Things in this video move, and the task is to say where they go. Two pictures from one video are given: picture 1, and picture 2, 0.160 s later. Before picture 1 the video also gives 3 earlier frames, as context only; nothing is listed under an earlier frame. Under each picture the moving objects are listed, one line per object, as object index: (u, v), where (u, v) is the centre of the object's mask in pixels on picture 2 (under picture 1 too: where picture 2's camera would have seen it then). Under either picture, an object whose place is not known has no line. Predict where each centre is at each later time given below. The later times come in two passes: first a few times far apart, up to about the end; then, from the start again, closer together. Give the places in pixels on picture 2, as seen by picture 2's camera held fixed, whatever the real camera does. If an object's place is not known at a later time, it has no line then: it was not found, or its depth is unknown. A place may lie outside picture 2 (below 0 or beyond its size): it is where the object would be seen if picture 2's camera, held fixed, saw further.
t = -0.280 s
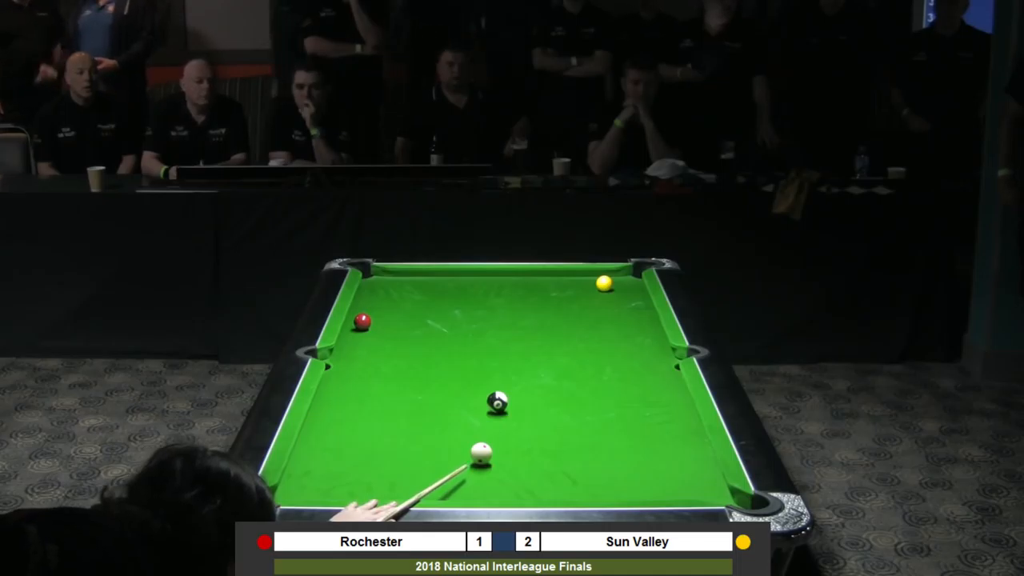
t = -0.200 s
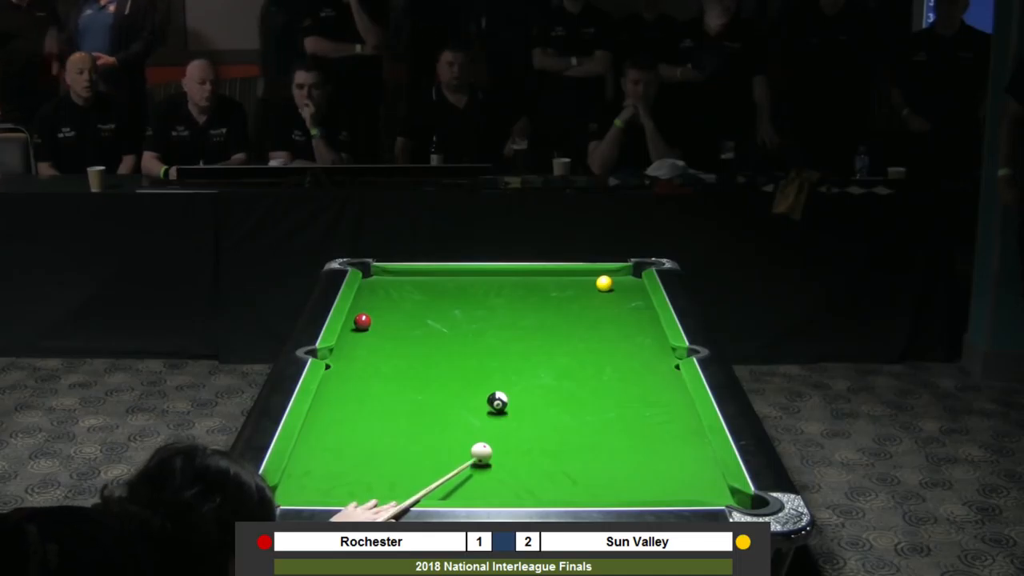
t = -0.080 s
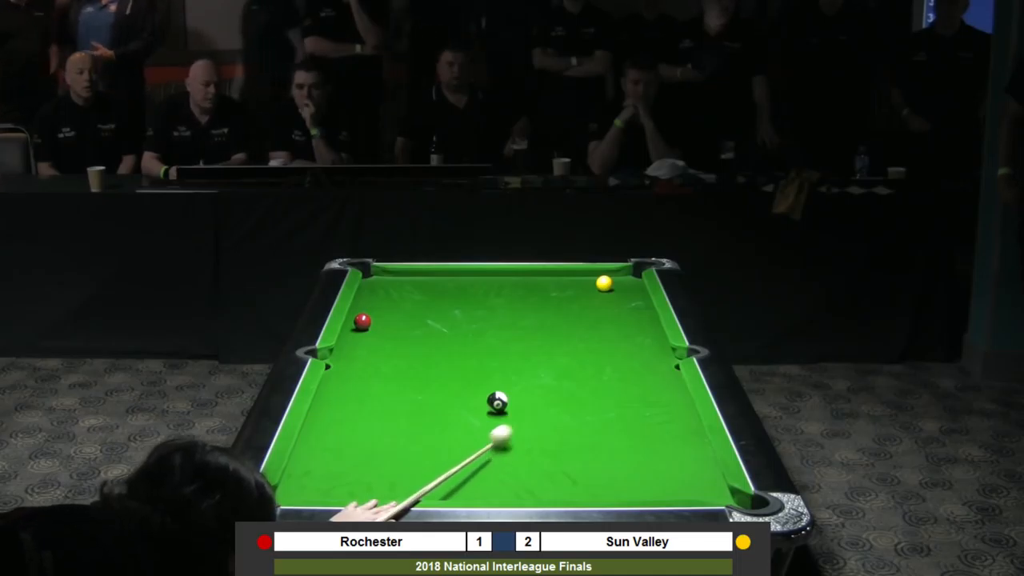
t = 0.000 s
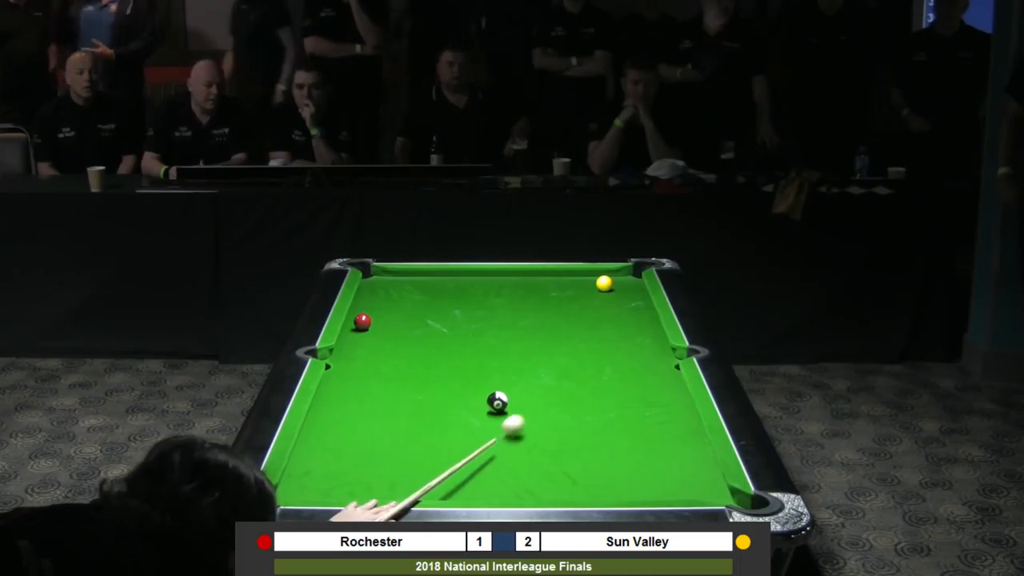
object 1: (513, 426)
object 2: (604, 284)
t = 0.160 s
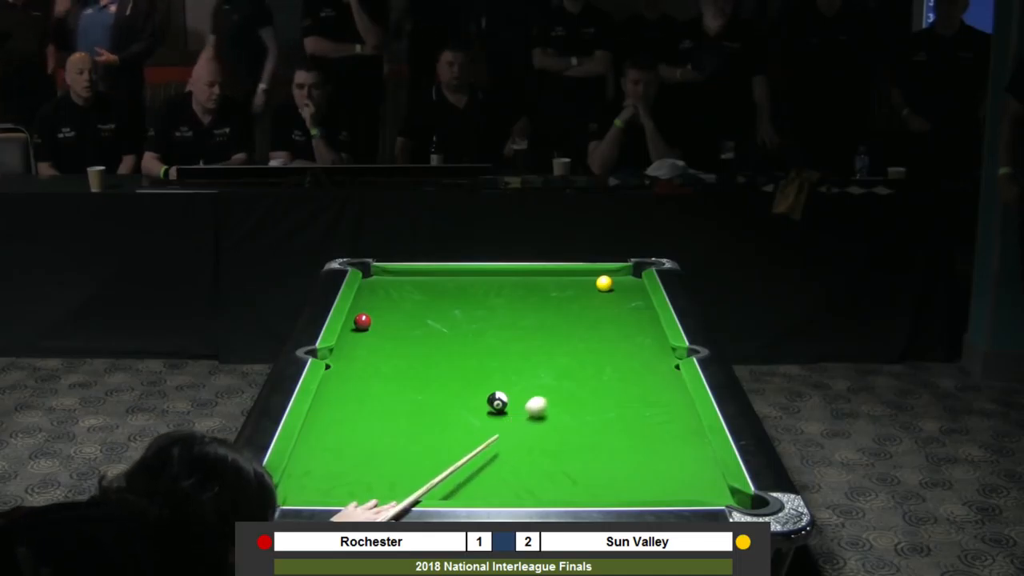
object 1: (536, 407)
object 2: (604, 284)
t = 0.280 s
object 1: (552, 394)
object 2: (604, 284)
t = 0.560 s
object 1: (584, 367)
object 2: (604, 284)
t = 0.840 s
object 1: (612, 344)
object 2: (604, 284)
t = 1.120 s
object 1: (635, 324)
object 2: (604, 284)
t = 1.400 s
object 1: (642, 308)
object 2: (604, 284)
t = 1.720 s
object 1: (623, 295)
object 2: (604, 284)
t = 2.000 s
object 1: (612, 287)
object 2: (600, 281)
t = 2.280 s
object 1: (612, 286)
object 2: (593, 278)
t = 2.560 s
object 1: (613, 285)
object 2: (585, 273)
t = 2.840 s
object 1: (612, 285)
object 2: (580, 273)
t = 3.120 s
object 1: (612, 285)
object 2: (577, 275)
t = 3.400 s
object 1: (612, 285)
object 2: (575, 276)
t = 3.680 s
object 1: (612, 285)
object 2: (574, 277)
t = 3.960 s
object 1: (612, 285)
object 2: (574, 277)
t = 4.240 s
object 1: (612, 285)
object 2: (574, 277)
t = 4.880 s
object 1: (612, 284)
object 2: (574, 277)
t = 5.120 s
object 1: (612, 284)
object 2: (574, 277)
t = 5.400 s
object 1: (612, 285)
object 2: (574, 277)
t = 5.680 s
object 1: (612, 285)
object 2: (574, 277)
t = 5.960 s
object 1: (612, 285)
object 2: (574, 277)
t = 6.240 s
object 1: (612, 285)
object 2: (574, 277)
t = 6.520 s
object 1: (612, 285)
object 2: (574, 277)
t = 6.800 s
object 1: (612, 285)
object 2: (574, 277)
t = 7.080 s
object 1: (612, 285)
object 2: (574, 277)
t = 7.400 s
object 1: (612, 285)
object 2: (574, 277)
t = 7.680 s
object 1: (612, 285)
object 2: (575, 277)
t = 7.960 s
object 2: (573, 275)
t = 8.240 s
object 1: (612, 284)
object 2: (574, 277)
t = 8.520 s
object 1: (612, 284)
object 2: (574, 277)
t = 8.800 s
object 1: (612, 284)
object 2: (574, 277)
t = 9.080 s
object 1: (612, 285)
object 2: (574, 277)
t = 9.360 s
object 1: (612, 285)
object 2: (574, 277)
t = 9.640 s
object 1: (612, 285)
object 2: (574, 277)
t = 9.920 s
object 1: (612, 285)
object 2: (574, 277)
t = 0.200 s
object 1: (541, 402)
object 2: (604, 284)
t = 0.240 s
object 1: (547, 398)
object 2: (604, 284)
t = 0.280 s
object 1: (552, 394)
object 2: (604, 284)
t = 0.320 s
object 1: (557, 390)
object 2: (604, 284)
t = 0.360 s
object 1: (561, 386)
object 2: (604, 284)
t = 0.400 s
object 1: (566, 382)
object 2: (604, 284)
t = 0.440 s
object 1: (571, 378)
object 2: (604, 284)
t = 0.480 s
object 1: (575, 374)
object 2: (604, 284)
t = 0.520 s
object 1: (580, 371)
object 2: (604, 284)
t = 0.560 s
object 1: (584, 367)
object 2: (604, 284)
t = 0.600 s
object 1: (588, 364)
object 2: (604, 284)
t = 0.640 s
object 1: (592, 360)
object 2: (604, 284)
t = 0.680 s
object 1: (596, 357)
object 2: (604, 284)
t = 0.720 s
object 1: (600, 353)
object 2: (604, 284)
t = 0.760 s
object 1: (604, 350)
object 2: (604, 284)
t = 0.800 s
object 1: (608, 347)
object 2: (604, 284)
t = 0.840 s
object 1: (612, 344)
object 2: (604, 284)
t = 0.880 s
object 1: (615, 341)
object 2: (604, 284)
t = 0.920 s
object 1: (619, 338)
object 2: (604, 284)
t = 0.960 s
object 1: (622, 335)
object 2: (604, 284)
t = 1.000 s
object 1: (625, 332)
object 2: (604, 284)
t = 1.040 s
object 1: (629, 330)
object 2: (604, 284)
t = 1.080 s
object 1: (632, 327)
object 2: (604, 284)
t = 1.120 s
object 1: (635, 324)
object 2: (604, 284)
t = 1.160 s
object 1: (638, 321)
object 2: (604, 284)
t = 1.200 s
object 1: (641, 319)
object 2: (604, 284)
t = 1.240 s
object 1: (644, 317)
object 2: (604, 284)
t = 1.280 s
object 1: (647, 314)
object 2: (604, 284)
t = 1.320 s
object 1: (647, 312)
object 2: (604, 284)
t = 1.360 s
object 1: (645, 310)
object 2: (604, 284)
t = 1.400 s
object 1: (642, 308)
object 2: (604, 284)
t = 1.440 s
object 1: (640, 307)
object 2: (604, 284)
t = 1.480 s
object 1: (637, 305)
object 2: (604, 284)
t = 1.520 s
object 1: (635, 303)
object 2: (604, 284)
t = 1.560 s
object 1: (632, 302)
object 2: (604, 284)
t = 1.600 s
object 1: (630, 300)
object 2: (604, 284)
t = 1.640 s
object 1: (627, 298)
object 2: (604, 284)
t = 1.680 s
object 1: (625, 297)
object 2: (604, 284)
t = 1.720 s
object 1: (623, 295)
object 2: (604, 284)
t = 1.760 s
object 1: (621, 294)
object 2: (604, 283)
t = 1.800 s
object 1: (619, 292)
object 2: (604, 283)
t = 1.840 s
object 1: (617, 291)
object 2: (603, 283)
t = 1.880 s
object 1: (615, 290)
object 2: (603, 283)
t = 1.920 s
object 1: (613, 288)
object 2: (603, 282)
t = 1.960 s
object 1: (612, 288)
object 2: (601, 282)
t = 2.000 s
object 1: (612, 287)
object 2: (600, 281)
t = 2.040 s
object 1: (612, 287)
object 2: (599, 281)
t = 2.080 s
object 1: (612, 287)
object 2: (598, 280)
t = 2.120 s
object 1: (612, 287)
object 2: (597, 280)
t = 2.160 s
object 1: (612, 286)
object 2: (596, 279)
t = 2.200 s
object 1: (612, 286)
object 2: (595, 279)
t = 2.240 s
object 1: (612, 286)
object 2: (594, 278)
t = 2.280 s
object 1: (612, 286)
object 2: (593, 278)
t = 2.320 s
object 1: (612, 286)
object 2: (591, 277)
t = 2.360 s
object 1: (612, 285)
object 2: (590, 276)
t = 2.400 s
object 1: (612, 285)
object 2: (589, 276)
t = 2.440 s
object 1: (612, 285)
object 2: (588, 275)
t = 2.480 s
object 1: (612, 285)
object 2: (587, 275)
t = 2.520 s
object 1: (612, 285)
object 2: (586, 274)
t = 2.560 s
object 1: (613, 285)
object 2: (585, 273)
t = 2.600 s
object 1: (612, 285)
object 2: (584, 273)
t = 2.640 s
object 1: (612, 285)
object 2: (583, 272)
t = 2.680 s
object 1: (612, 285)
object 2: (582, 272)
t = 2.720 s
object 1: (613, 285)
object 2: (581, 272)
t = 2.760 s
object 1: (613, 285)
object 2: (581, 273)
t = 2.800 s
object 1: (612, 285)
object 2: (580, 273)
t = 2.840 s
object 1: (612, 285)
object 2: (580, 273)
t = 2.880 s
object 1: (612, 285)
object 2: (579, 274)
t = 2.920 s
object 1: (612, 285)
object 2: (579, 274)
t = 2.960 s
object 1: (612, 285)
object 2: (578, 274)
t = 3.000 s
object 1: (613, 285)
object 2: (578, 274)
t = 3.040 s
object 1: (612, 285)
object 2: (578, 275)
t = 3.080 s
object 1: (612, 285)
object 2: (577, 275)
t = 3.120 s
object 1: (612, 285)
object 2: (577, 275)
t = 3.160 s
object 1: (612, 285)
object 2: (577, 275)
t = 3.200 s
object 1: (612, 285)
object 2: (577, 276)
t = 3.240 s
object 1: (612, 285)
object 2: (576, 276)
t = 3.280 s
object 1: (612, 285)
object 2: (576, 276)
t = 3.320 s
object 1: (612, 285)
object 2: (576, 276)
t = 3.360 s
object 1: (612, 285)
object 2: (575, 276)
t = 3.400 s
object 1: (612, 285)
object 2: (575, 276)
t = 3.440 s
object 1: (612, 285)
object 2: (575, 277)
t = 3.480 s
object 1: (612, 285)
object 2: (575, 277)
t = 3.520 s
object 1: (612, 285)
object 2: (575, 277)
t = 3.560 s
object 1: (612, 285)
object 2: (574, 277)
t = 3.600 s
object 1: (612, 285)
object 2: (574, 277)
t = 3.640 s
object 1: (612, 285)
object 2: (574, 277)
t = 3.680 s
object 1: (612, 285)
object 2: (574, 277)
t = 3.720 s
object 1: (612, 285)
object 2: (574, 277)
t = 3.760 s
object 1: (612, 285)
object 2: (574, 277)
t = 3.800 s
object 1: (612, 285)
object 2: (574, 277)
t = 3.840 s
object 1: (612, 285)
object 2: (574, 277)
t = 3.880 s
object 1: (612, 285)
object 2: (574, 277)
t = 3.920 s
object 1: (612, 285)
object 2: (574, 277)
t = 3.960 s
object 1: (612, 285)
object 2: (574, 277)
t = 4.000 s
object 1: (612, 285)
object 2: (574, 277)
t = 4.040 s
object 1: (612, 285)
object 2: (574, 277)
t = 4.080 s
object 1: (612, 285)
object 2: (574, 277)
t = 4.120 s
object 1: (612, 284)
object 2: (574, 277)
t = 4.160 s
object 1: (612, 285)
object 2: (574, 277)
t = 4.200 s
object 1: (612, 285)
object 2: (574, 277)
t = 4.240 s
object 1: (612, 285)
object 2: (574, 277)
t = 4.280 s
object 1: (612, 285)
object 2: (574, 277)
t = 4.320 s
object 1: (612, 285)
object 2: (574, 277)
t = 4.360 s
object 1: (612, 285)
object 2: (574, 277)
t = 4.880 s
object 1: (612, 284)
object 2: (574, 277)
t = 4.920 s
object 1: (612, 285)
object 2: (574, 277)
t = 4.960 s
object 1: (612, 285)
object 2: (574, 277)
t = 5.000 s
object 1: (612, 285)
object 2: (574, 277)
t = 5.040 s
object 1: (612, 284)
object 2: (574, 277)
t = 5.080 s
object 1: (612, 284)
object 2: (574, 277)
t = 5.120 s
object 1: (612, 284)
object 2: (574, 277)
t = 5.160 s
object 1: (612, 284)
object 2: (574, 277)
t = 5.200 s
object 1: (612, 284)
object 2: (574, 277)
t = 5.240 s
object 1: (612, 284)
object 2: (574, 277)
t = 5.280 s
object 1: (612, 284)
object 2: (574, 277)
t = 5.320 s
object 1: (612, 285)
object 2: (574, 277)
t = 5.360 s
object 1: (612, 285)
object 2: (574, 277)
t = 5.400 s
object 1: (612, 285)
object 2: (574, 277)
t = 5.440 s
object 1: (612, 284)
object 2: (574, 277)
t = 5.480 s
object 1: (612, 285)
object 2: (574, 277)
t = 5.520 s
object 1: (612, 285)
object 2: (574, 277)
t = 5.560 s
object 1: (612, 285)
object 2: (574, 277)
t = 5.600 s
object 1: (612, 285)
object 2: (574, 277)
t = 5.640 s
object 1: (612, 285)
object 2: (574, 277)
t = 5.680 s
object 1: (612, 285)
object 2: (574, 277)
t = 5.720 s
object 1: (612, 285)
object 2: (574, 277)
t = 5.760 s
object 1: (612, 285)
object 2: (574, 277)
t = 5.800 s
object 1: (612, 285)
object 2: (574, 277)
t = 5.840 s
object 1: (612, 285)
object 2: (574, 277)
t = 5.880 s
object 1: (612, 285)
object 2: (574, 277)
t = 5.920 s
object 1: (612, 285)
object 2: (574, 277)
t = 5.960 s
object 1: (612, 285)
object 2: (574, 277)
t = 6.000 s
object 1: (612, 285)
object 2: (574, 277)
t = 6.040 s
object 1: (612, 285)
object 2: (574, 277)
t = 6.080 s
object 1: (612, 285)
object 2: (574, 277)
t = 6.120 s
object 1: (612, 285)
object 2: (574, 277)
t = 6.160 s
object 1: (612, 285)
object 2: (574, 277)
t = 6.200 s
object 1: (612, 285)
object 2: (574, 277)
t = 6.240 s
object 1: (612, 285)
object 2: (574, 277)
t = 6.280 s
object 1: (612, 285)
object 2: (574, 277)
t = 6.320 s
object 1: (612, 285)
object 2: (574, 277)
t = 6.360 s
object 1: (612, 285)
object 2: (574, 277)
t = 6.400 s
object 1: (612, 285)
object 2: (574, 277)
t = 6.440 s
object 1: (612, 285)
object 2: (574, 277)
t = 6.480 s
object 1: (612, 285)
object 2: (574, 277)
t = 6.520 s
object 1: (612, 285)
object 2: (574, 277)
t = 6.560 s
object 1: (612, 285)
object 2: (574, 277)
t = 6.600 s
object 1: (612, 285)
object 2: (574, 277)
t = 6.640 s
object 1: (612, 285)
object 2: (574, 277)
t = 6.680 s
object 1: (612, 285)
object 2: (574, 277)
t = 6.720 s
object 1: (612, 285)
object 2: (574, 277)
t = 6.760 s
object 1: (612, 285)
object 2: (574, 277)
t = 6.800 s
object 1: (612, 285)
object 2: (574, 277)
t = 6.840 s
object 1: (612, 285)
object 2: (574, 277)
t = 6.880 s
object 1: (612, 285)
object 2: (574, 277)
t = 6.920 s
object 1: (612, 285)
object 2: (574, 277)
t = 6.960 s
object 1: (612, 285)
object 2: (574, 277)
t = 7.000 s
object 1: (612, 285)
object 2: (574, 277)
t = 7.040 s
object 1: (612, 285)
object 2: (574, 277)
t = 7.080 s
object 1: (612, 285)
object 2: (574, 277)
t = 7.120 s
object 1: (612, 285)
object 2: (574, 277)
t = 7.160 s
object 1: (612, 285)
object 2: (574, 277)
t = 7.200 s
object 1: (612, 285)
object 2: (574, 277)
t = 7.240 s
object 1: (612, 285)
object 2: (574, 277)
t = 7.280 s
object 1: (612, 285)
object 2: (574, 277)
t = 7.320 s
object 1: (612, 285)
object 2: (574, 277)
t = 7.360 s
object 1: (612, 285)
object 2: (574, 277)
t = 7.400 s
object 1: (612, 285)
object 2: (574, 277)
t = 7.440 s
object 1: (612, 285)
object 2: (574, 277)
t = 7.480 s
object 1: (612, 285)
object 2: (574, 277)
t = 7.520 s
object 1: (612, 284)
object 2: (574, 277)
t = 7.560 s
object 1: (612, 285)
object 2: (574, 277)
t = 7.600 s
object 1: (612, 285)
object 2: (574, 277)
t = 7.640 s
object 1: (612, 285)
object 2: (574, 277)
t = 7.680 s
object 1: (612, 285)
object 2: (575, 277)
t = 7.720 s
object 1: (613, 284)
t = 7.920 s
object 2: (573, 272)
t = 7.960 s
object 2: (573, 275)
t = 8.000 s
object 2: (574, 277)
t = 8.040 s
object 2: (574, 277)
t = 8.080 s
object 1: (611, 283)
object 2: (574, 277)
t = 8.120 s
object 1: (612, 285)
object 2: (574, 277)
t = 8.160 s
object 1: (612, 285)
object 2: (574, 277)
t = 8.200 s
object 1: (612, 285)
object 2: (574, 277)
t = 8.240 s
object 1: (612, 284)
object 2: (574, 277)
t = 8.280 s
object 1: (612, 284)
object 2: (574, 277)
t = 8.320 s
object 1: (612, 284)
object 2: (574, 277)
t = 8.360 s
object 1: (612, 284)
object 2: (574, 277)
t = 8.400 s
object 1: (612, 284)
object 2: (574, 277)
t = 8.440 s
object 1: (612, 284)
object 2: (574, 277)
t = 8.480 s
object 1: (612, 284)
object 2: (574, 277)
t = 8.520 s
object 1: (612, 284)
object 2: (574, 277)
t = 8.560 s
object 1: (612, 284)
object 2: (574, 277)
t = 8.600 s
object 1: (612, 284)
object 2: (574, 277)
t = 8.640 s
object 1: (612, 284)
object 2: (574, 277)
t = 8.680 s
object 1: (612, 284)
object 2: (574, 277)
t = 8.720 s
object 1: (612, 284)
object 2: (574, 277)
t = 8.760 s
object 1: (612, 284)
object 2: (574, 277)
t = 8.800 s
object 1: (612, 284)
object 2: (574, 277)
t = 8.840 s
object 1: (612, 284)
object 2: (574, 277)
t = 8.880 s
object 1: (612, 284)
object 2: (574, 277)
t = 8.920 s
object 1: (612, 285)
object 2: (574, 277)
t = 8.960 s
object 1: (612, 285)
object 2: (574, 277)
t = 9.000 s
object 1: (612, 285)
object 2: (574, 277)
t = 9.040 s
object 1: (612, 285)
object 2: (574, 277)
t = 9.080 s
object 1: (612, 285)
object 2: (574, 277)
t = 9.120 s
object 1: (612, 285)
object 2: (574, 277)
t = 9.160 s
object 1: (612, 285)
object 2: (574, 277)
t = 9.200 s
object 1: (612, 285)
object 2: (574, 277)
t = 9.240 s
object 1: (612, 285)
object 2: (574, 277)
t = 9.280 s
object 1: (612, 285)
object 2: (574, 277)
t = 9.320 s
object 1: (612, 285)
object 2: (574, 277)
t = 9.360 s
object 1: (612, 285)
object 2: (574, 277)
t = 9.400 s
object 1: (612, 285)
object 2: (574, 277)
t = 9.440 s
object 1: (612, 285)
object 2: (574, 277)
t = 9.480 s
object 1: (612, 285)
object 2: (574, 277)
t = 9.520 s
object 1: (612, 285)
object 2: (574, 277)
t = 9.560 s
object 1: (612, 285)
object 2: (574, 277)
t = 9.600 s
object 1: (612, 285)
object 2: (574, 277)
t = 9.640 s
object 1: (612, 285)
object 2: (574, 277)
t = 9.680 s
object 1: (612, 285)
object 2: (574, 277)
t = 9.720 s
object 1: (612, 285)
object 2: (574, 277)
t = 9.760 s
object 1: (612, 285)
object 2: (574, 277)
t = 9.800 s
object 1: (612, 285)
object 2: (574, 277)
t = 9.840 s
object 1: (612, 285)
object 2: (574, 277)
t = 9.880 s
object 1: (612, 285)
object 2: (574, 277)
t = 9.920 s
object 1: (612, 285)
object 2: (574, 277)
